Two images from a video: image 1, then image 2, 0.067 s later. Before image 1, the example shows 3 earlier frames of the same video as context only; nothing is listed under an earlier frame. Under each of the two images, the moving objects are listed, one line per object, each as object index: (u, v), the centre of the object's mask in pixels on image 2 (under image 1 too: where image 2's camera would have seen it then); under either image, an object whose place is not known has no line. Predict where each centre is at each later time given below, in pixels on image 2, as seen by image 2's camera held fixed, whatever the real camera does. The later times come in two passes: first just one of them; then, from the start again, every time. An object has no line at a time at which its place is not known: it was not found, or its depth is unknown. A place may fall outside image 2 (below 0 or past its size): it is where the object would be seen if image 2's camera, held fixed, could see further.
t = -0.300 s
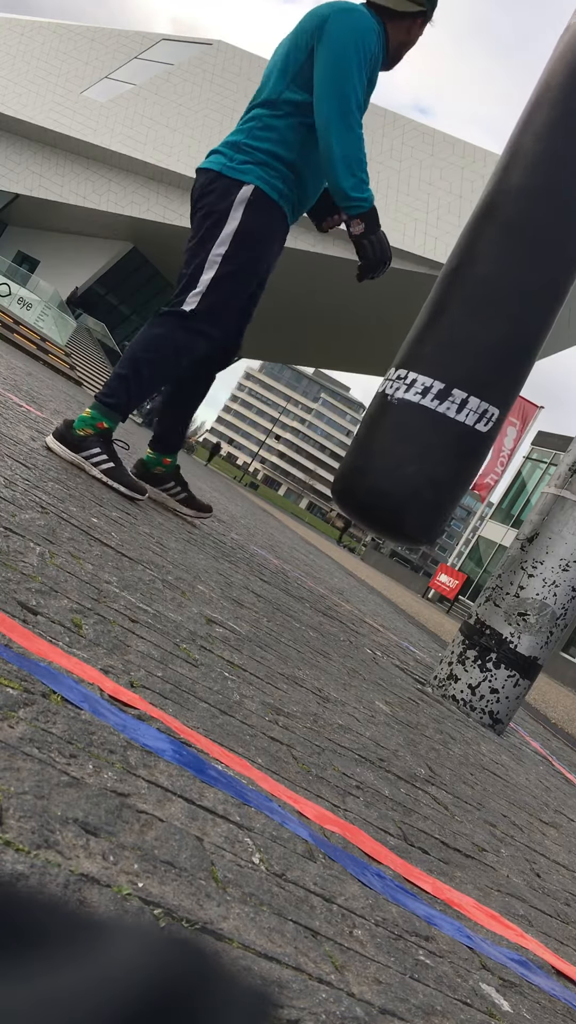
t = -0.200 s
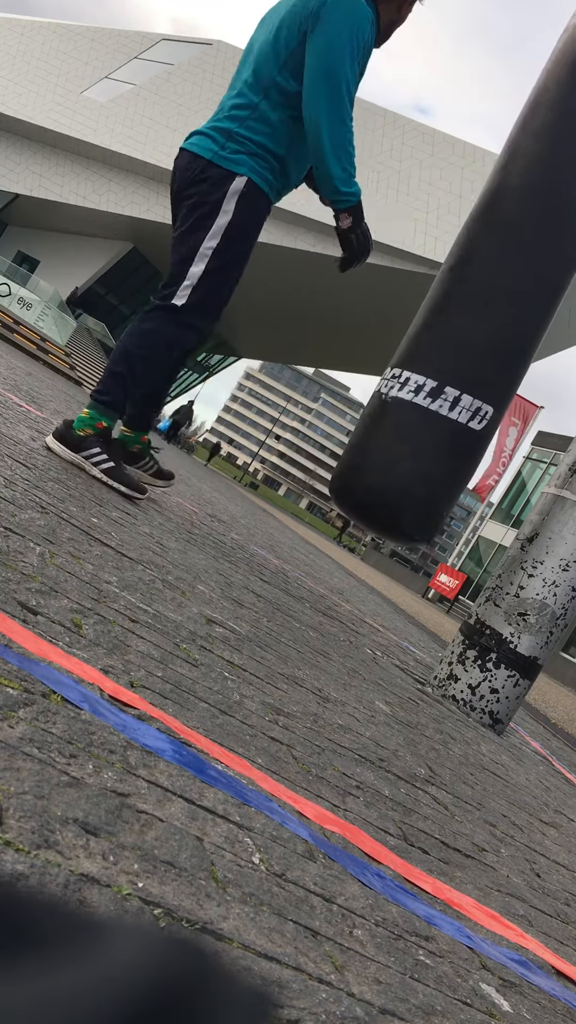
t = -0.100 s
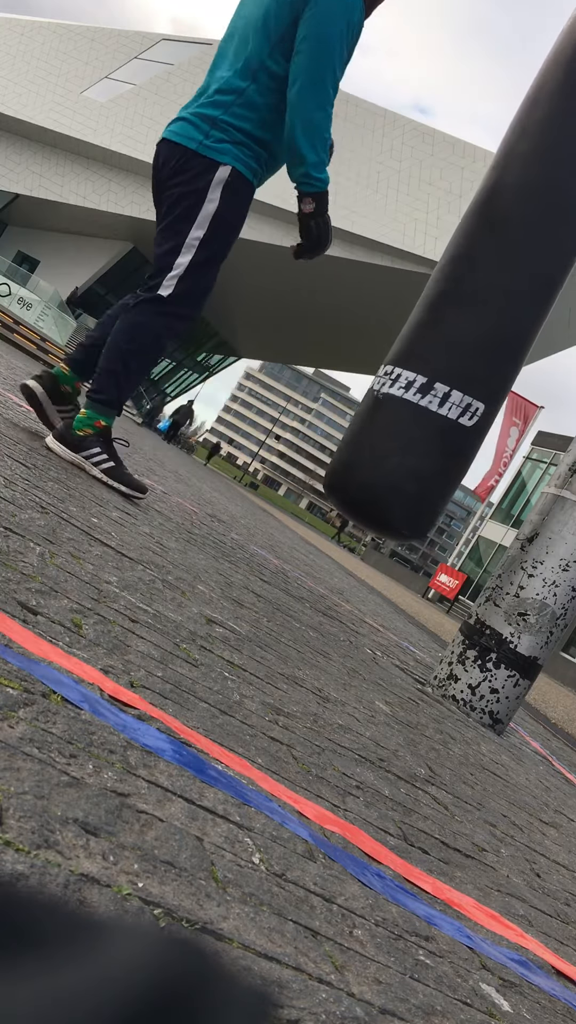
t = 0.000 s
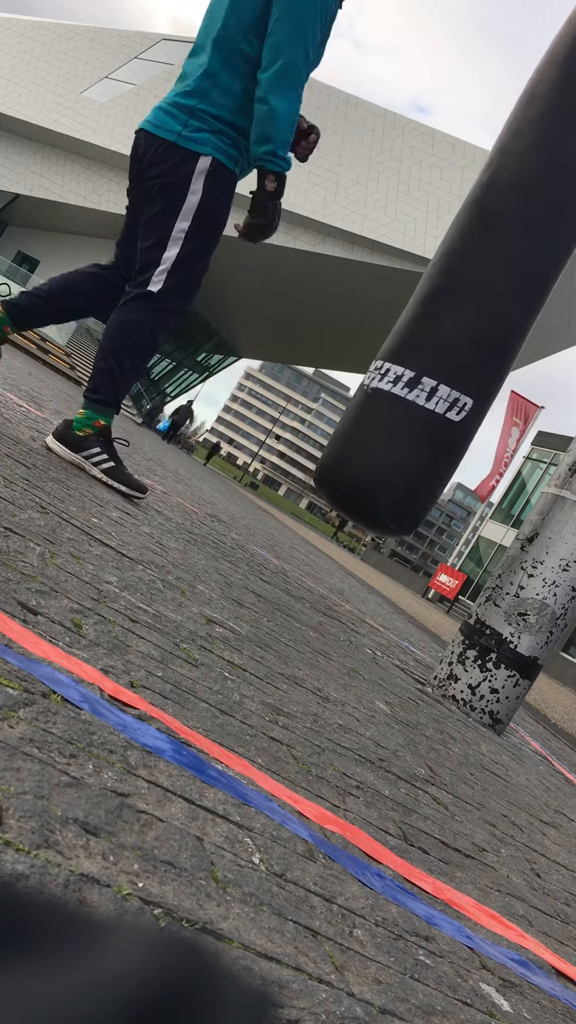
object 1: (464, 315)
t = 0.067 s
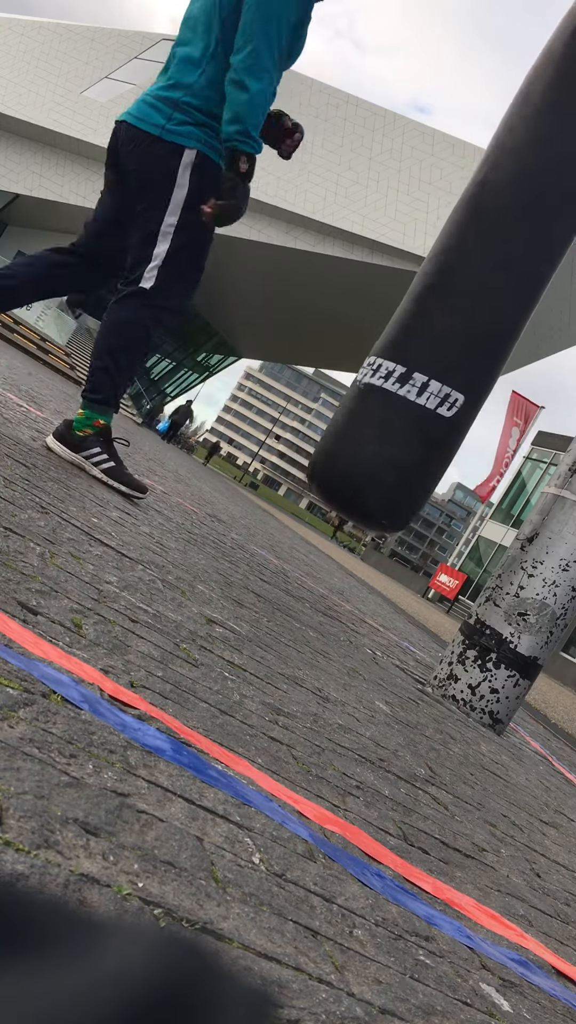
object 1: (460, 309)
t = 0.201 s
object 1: (452, 295)
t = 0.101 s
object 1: (459, 305)
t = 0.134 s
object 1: (456, 302)
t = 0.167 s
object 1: (454, 299)
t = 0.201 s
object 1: (452, 295)
